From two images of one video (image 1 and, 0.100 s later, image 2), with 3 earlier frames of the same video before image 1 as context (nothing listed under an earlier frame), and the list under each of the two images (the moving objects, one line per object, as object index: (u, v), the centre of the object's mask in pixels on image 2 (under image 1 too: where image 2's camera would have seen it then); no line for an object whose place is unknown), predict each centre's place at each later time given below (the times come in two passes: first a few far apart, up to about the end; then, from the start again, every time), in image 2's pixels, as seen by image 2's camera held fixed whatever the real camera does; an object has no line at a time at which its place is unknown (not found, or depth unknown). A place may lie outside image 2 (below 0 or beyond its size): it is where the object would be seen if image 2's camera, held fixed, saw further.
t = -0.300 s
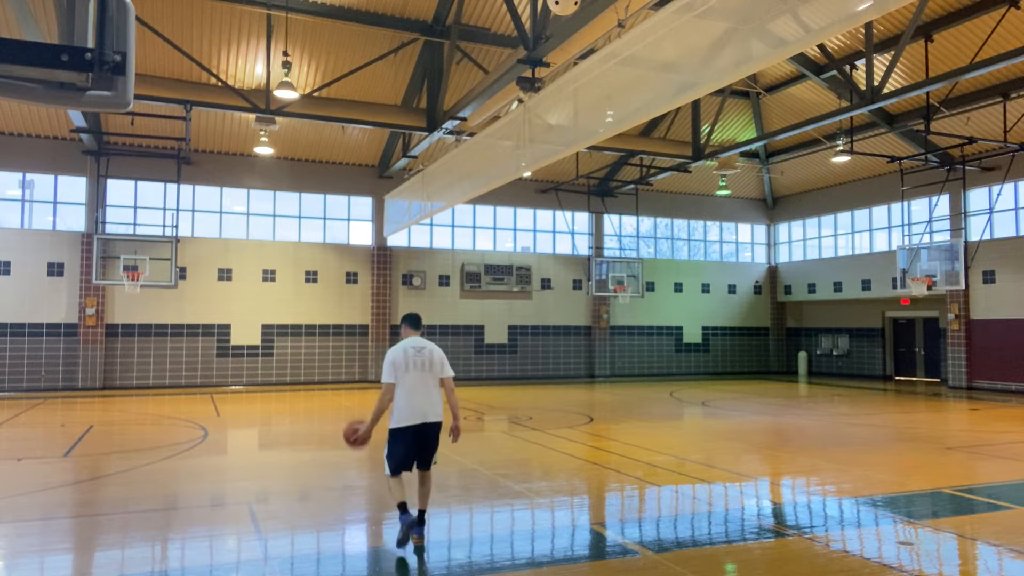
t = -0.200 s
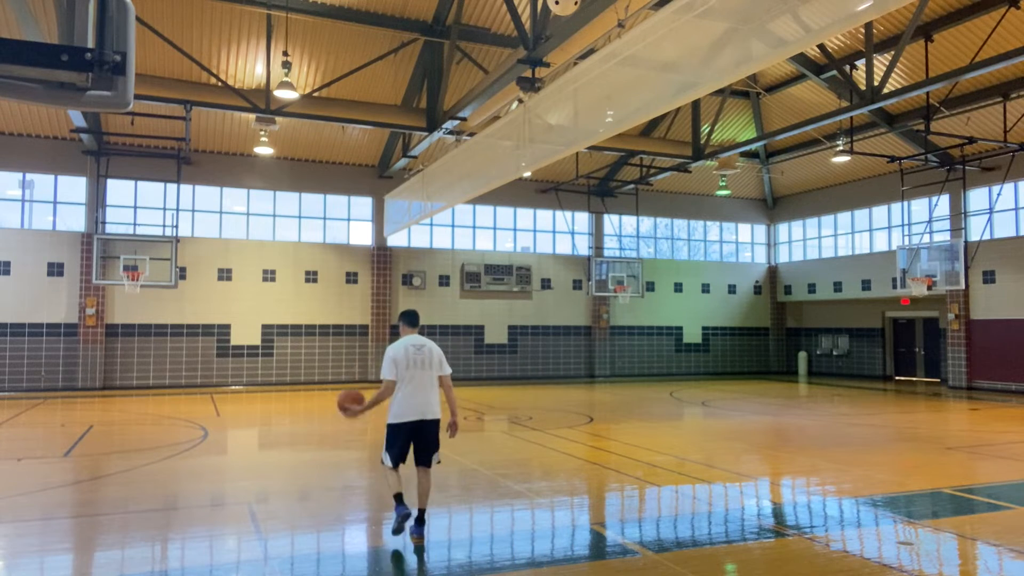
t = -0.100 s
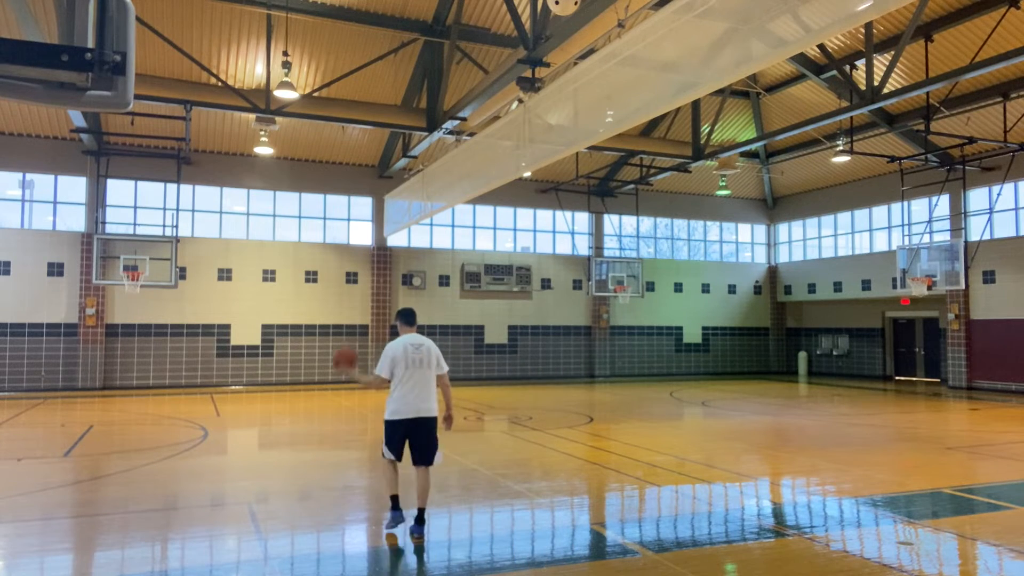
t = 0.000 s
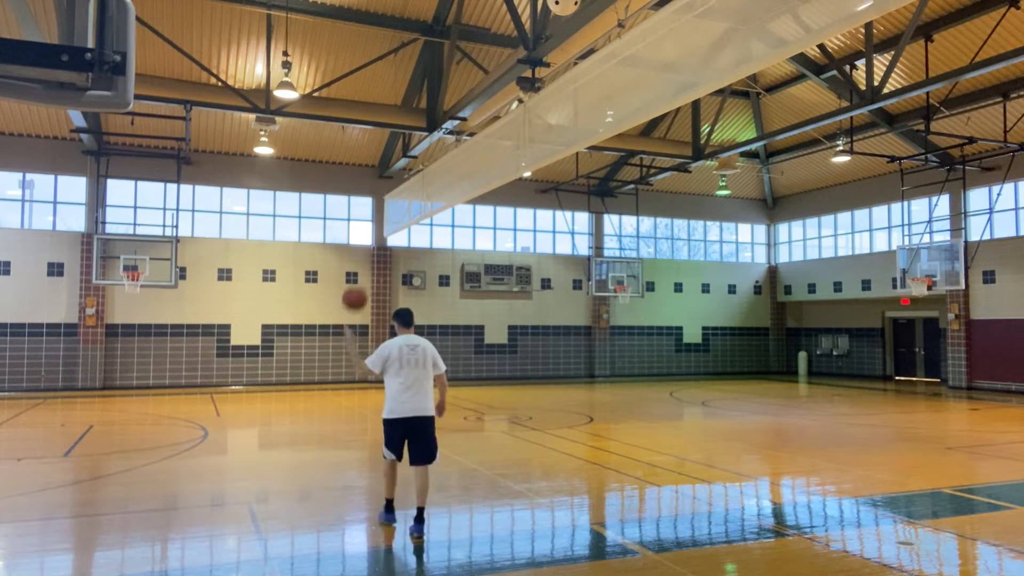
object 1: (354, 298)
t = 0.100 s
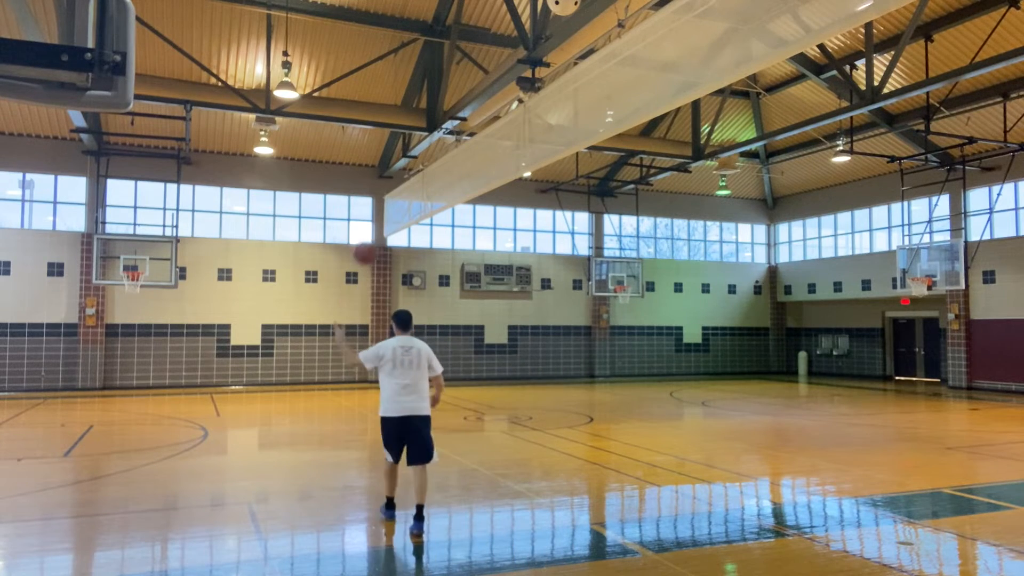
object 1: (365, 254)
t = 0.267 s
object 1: (383, 201)
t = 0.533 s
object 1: (405, 184)
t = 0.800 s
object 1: (425, 230)
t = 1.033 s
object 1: (440, 314)
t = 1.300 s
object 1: (457, 453)
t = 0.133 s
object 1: (369, 240)
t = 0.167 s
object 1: (373, 228)
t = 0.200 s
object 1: (376, 218)
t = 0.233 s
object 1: (379, 210)
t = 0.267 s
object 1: (383, 201)
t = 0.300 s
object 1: (386, 196)
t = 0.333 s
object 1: (388, 190)
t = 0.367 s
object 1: (392, 187)
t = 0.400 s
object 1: (394, 185)
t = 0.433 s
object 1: (397, 183)
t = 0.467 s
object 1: (400, 182)
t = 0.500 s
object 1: (403, 182)
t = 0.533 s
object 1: (405, 184)
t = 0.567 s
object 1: (408, 186)
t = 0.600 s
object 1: (410, 190)
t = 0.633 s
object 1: (413, 194)
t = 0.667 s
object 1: (415, 199)
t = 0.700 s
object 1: (418, 206)
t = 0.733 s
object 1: (420, 213)
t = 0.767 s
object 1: (422, 220)
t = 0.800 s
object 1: (425, 230)
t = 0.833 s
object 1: (427, 240)
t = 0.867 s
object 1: (429, 251)
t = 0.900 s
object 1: (432, 262)
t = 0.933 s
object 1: (434, 273)
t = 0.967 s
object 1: (436, 287)
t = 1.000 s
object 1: (438, 300)
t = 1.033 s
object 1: (440, 314)
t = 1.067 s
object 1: (443, 329)
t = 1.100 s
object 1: (444, 344)
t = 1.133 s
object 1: (446, 361)
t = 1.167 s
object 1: (448, 377)
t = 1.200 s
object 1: (450, 395)
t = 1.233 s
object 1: (453, 414)
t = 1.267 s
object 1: (455, 433)
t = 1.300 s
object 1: (457, 453)
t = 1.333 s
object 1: (458, 467)
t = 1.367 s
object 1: (458, 451)
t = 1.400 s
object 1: (458, 437)
